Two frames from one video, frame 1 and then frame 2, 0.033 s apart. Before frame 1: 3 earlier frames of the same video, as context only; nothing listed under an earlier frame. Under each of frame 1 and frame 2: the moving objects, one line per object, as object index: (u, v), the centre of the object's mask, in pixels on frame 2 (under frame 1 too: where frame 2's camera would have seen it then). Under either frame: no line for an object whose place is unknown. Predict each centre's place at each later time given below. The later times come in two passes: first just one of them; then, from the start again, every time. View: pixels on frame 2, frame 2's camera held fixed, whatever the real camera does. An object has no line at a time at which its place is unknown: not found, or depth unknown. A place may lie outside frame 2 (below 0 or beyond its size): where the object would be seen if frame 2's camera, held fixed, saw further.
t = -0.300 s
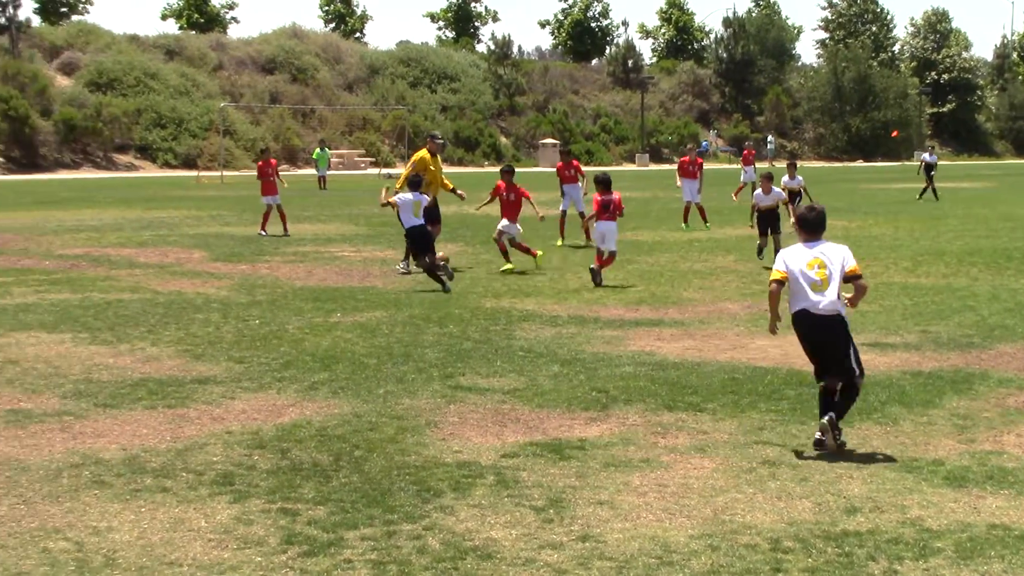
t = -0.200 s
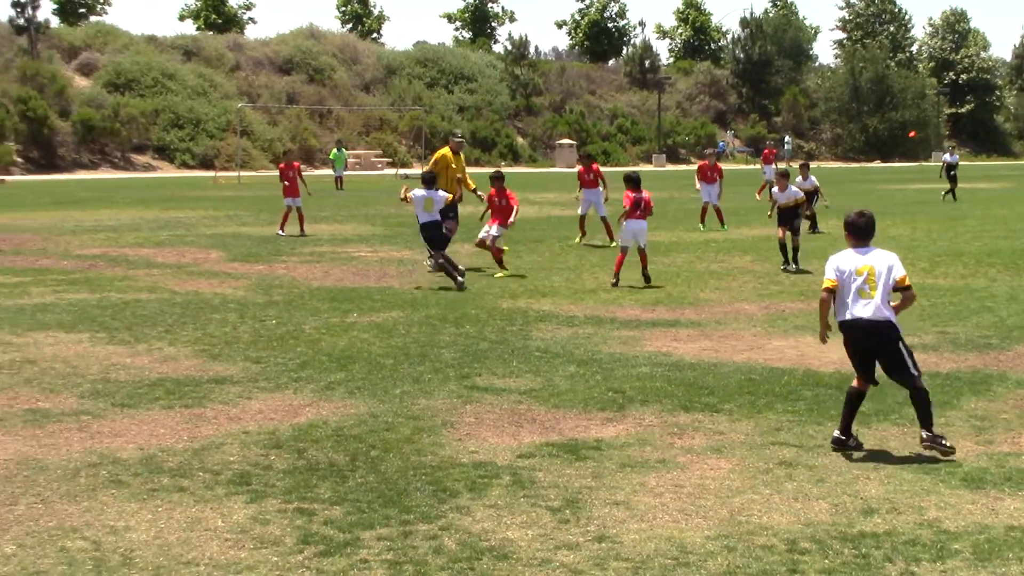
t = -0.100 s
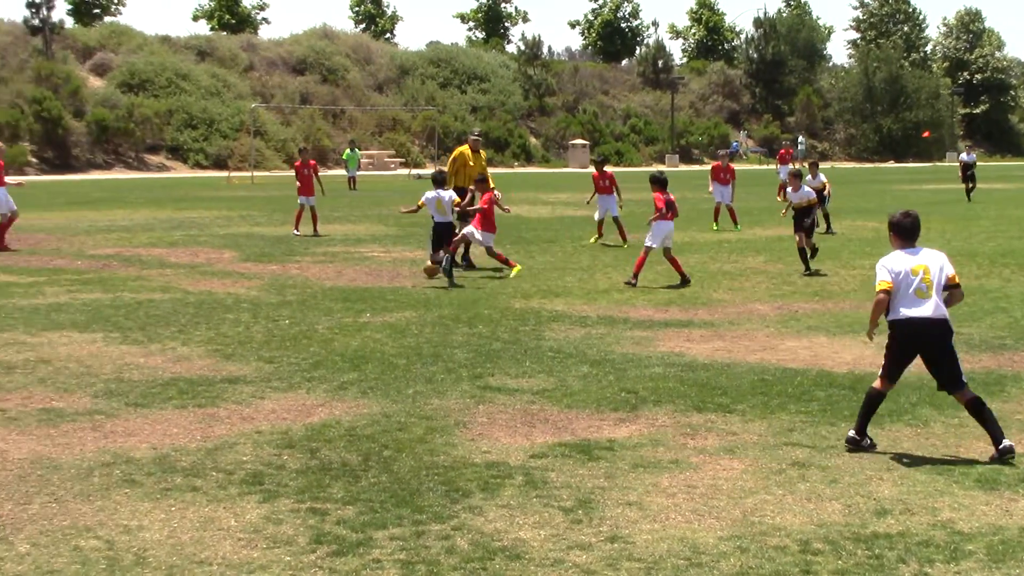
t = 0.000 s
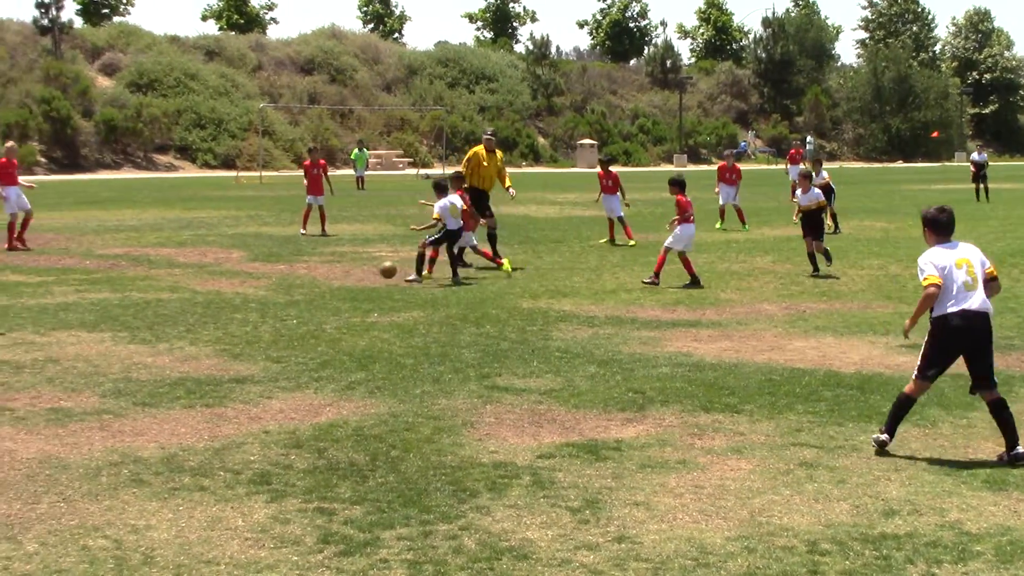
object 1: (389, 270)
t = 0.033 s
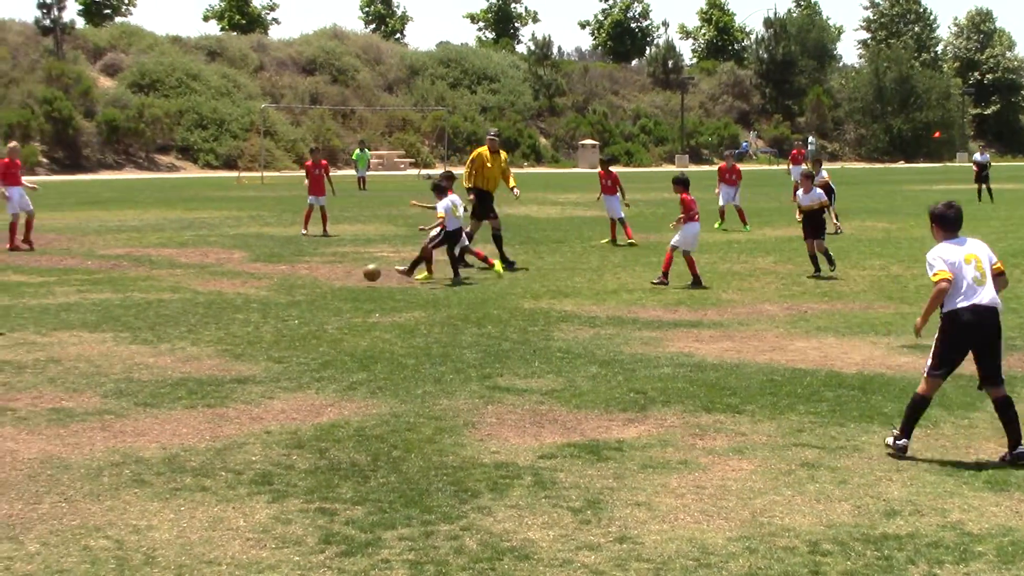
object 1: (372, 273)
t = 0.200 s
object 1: (287, 284)
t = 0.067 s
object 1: (354, 276)
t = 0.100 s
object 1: (336, 281)
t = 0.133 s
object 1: (319, 283)
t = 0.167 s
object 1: (304, 283)
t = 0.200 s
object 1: (287, 284)
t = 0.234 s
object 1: (272, 286)
